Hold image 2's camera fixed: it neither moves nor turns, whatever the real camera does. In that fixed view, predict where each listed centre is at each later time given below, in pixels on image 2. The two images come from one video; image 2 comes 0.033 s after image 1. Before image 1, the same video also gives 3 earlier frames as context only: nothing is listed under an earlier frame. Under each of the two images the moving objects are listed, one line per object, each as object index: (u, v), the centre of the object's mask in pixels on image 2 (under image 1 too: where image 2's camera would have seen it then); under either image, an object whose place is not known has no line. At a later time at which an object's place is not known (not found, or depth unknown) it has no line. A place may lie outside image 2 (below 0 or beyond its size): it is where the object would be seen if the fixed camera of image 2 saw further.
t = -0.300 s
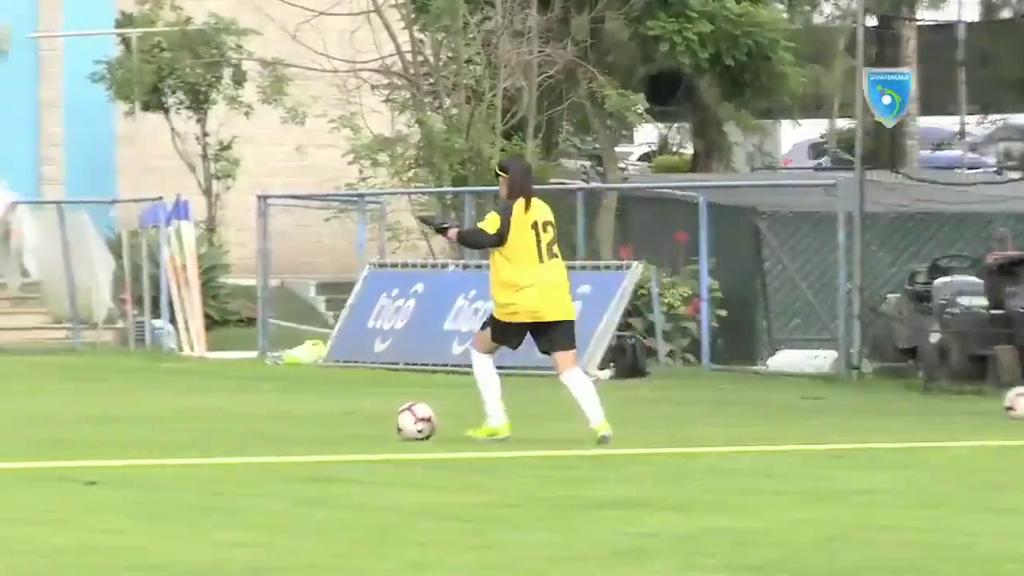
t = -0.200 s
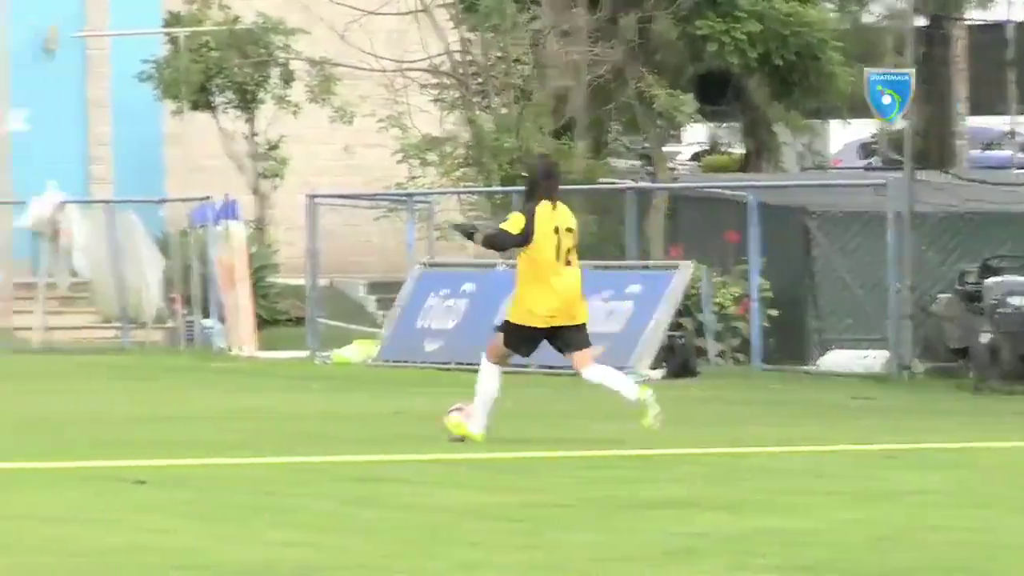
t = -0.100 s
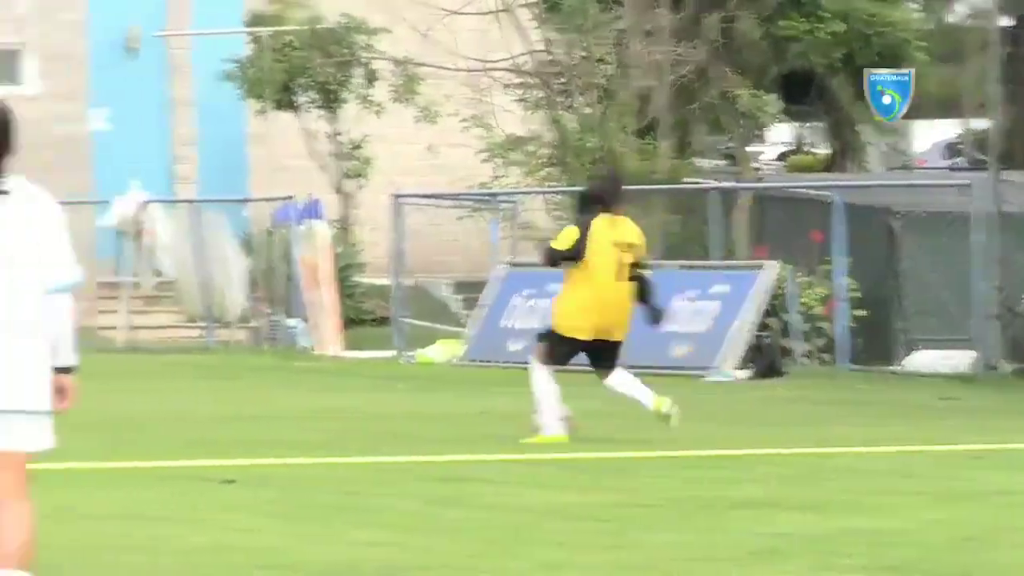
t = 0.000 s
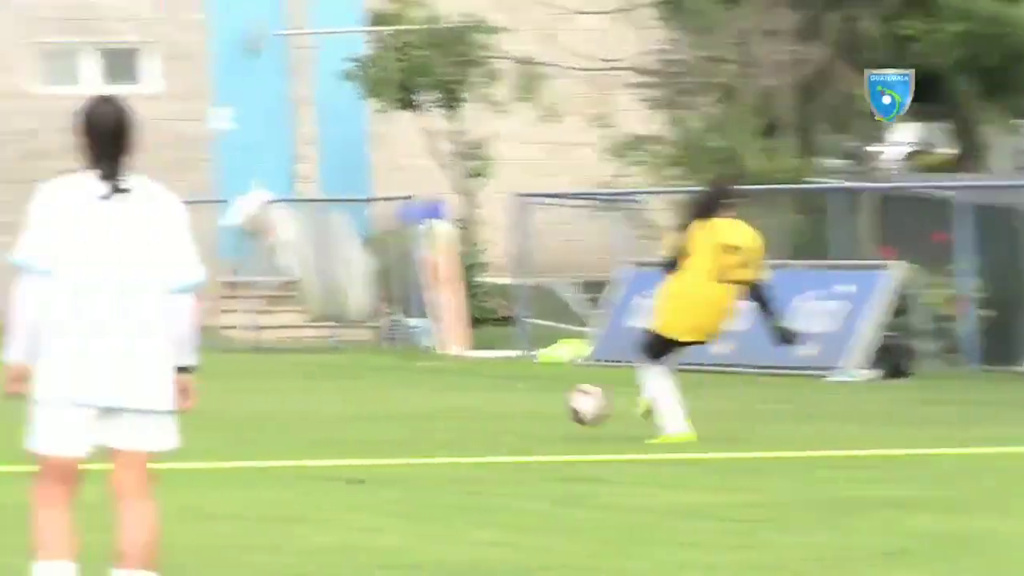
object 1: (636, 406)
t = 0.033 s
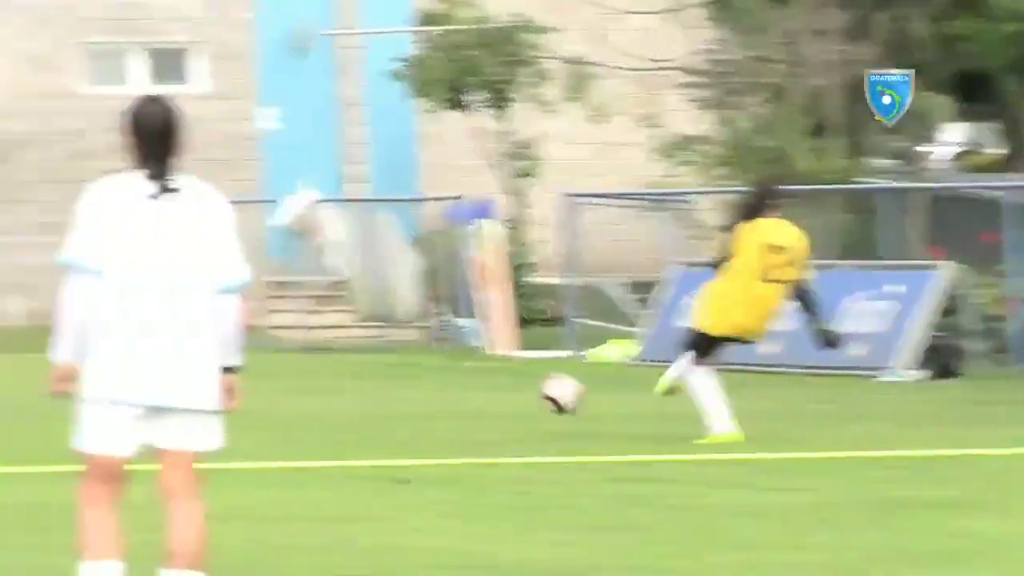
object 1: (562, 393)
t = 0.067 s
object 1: (489, 383)
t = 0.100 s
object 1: (421, 376)
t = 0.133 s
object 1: (352, 372)
